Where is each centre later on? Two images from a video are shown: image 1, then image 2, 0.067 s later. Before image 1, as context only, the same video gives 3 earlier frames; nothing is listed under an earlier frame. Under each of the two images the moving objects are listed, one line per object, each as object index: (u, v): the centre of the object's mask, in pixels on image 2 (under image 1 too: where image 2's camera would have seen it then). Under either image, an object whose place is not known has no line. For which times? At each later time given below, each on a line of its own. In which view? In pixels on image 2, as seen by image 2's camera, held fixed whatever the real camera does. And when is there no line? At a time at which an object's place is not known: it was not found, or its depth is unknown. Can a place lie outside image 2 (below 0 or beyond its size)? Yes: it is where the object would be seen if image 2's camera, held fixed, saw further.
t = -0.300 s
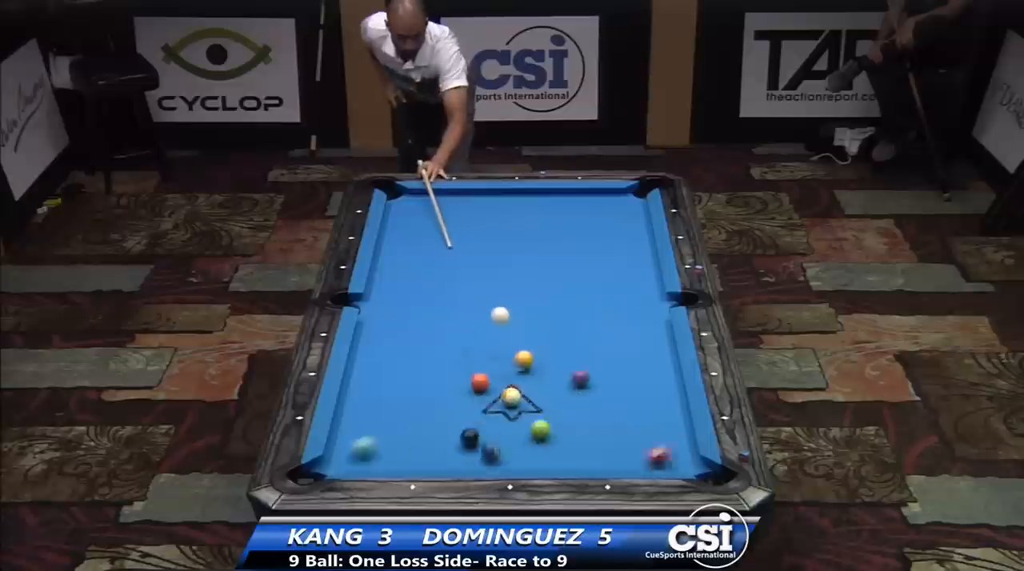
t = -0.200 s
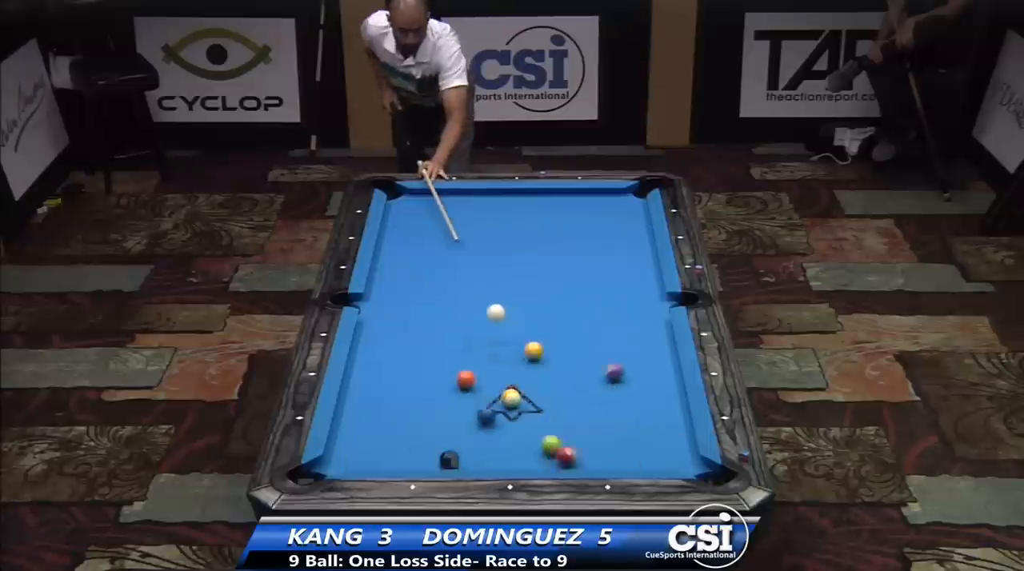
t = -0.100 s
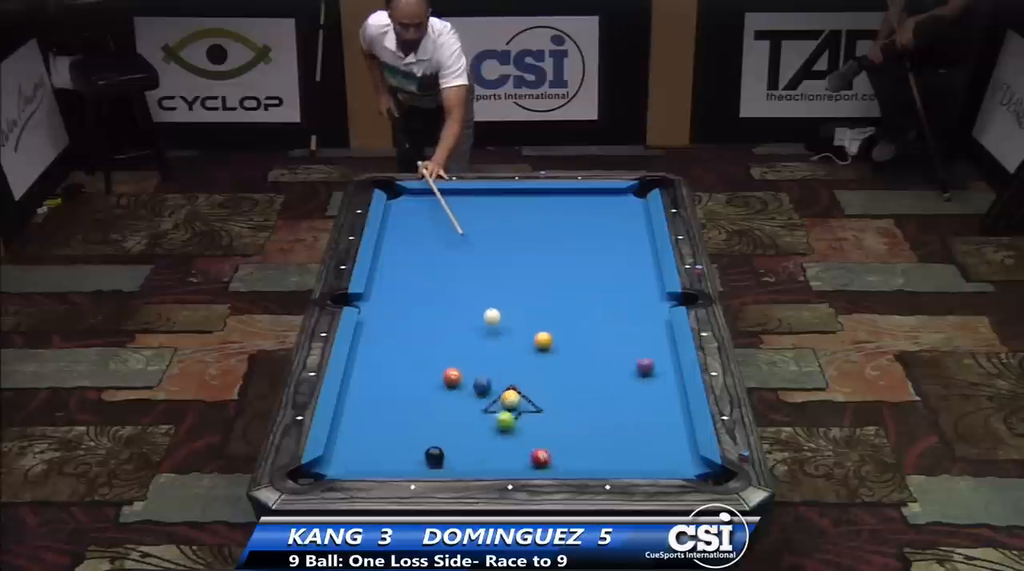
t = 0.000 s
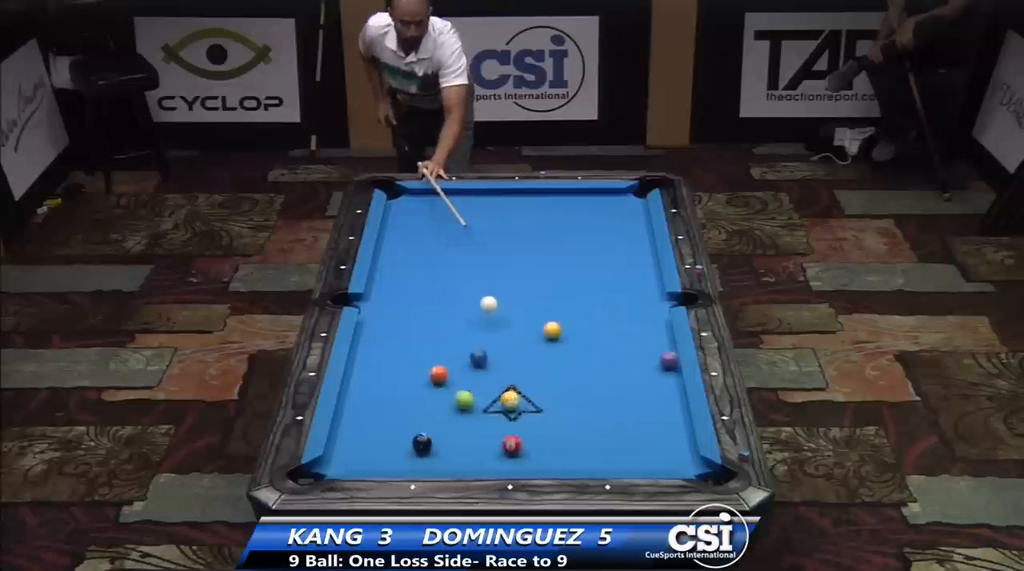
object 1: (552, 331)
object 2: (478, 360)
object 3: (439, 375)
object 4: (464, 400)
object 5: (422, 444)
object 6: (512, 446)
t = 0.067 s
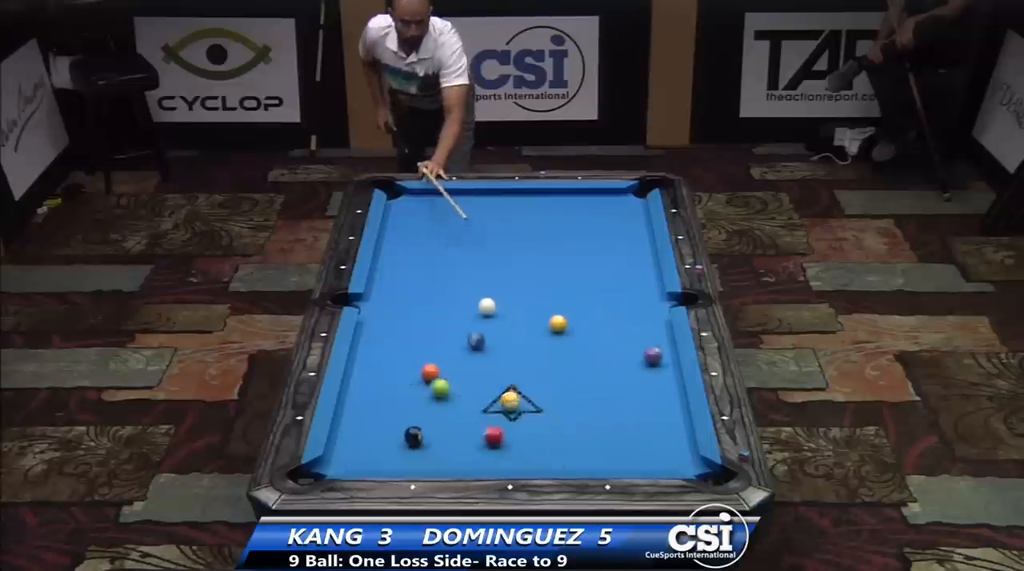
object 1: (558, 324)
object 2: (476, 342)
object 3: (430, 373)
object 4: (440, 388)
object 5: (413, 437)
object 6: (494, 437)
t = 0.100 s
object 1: (560, 321)
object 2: (475, 333)
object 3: (425, 369)
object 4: (429, 383)
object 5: (410, 434)
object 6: (485, 433)
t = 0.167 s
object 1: (566, 315)
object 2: (472, 318)
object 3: (417, 364)
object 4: (410, 380)
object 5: (402, 426)
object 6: (467, 425)
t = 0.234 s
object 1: (571, 308)
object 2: (468, 303)
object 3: (408, 358)
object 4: (391, 378)
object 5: (395, 419)
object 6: (451, 417)
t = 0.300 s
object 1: (577, 302)
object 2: (457, 292)
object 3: (400, 351)
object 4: (372, 376)
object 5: (387, 412)
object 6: (434, 410)
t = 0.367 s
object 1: (582, 296)
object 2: (448, 283)
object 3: (392, 345)
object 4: (354, 374)
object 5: (380, 406)
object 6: (418, 402)
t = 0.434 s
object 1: (587, 290)
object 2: (439, 272)
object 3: (384, 339)
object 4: (363, 375)
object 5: (373, 399)
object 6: (402, 395)
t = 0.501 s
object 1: (592, 285)
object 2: (431, 263)
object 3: (376, 333)
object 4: (374, 374)
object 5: (367, 393)
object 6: (386, 387)
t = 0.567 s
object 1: (597, 279)
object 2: (422, 253)
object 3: (369, 327)
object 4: (381, 368)
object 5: (356, 387)
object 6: (377, 385)
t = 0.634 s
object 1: (602, 274)
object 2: (414, 244)
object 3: (368, 321)
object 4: (386, 361)
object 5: (351, 384)
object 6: (371, 386)
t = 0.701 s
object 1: (607, 269)
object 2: (405, 235)
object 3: (374, 317)
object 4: (391, 354)
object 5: (351, 378)
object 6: (374, 387)
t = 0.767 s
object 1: (611, 263)
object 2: (399, 227)
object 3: (379, 313)
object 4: (396, 348)
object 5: (353, 374)
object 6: (375, 387)
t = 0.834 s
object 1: (616, 258)
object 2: (390, 218)
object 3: (384, 309)
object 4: (401, 342)
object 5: (355, 369)
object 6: (376, 387)
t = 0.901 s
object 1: (620, 253)
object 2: (395, 212)
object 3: (389, 305)
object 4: (406, 336)
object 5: (357, 365)
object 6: (376, 388)
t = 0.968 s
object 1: (625, 249)
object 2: (402, 204)
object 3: (394, 301)
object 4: (411, 330)
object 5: (358, 360)
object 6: (377, 388)
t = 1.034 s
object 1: (629, 244)
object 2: (407, 199)
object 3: (399, 297)
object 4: (416, 324)
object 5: (361, 356)
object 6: (377, 388)
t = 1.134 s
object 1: (635, 237)
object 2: (414, 197)
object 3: (406, 292)
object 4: (423, 316)
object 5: (364, 350)
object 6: (377, 389)
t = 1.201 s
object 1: (639, 233)
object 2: (418, 201)
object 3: (411, 288)
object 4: (427, 310)
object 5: (365, 347)
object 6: (378, 389)
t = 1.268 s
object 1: (643, 228)
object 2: (421, 204)
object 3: (415, 284)
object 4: (432, 305)
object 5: (367, 343)
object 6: (378, 389)
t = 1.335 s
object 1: (643, 224)
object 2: (427, 209)
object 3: (419, 281)
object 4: (436, 300)
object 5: (369, 339)
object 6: (378, 389)
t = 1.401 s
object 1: (640, 221)
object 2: (430, 212)
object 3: (423, 277)
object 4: (440, 295)
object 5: (370, 335)
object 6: (378, 390)
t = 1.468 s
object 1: (638, 217)
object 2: (435, 215)
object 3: (427, 274)
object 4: (443, 292)
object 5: (372, 332)
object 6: (378, 390)
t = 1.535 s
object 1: (635, 214)
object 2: (439, 219)
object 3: (432, 269)
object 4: (445, 290)
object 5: (373, 328)
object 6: (378, 390)
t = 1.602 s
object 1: (632, 211)
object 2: (444, 223)
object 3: (436, 266)
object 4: (448, 287)
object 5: (375, 325)
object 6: (378, 390)
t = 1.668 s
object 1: (629, 207)
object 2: (448, 226)
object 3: (439, 262)
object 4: (450, 285)
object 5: (377, 321)
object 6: (378, 390)
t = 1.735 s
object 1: (627, 204)
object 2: (452, 230)
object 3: (443, 258)
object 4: (452, 282)
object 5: (378, 319)
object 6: (378, 390)
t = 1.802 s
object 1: (624, 201)
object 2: (456, 233)
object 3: (447, 255)
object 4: (454, 280)
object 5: (379, 315)
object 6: (378, 390)
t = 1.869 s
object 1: (621, 198)
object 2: (461, 237)
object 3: (450, 251)
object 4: (456, 277)
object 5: (381, 312)
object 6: (378, 390)
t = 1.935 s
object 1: (619, 195)
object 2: (465, 240)
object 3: (453, 247)
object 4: (458, 275)
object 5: (382, 309)
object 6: (378, 390)
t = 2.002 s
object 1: (616, 192)
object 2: (473, 243)
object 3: (453, 245)
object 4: (461, 273)
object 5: (383, 306)
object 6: (378, 390)
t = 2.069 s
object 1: (615, 194)
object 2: (483, 244)
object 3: (450, 244)
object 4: (463, 271)
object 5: (385, 304)
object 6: (378, 390)
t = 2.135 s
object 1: (613, 196)
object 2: (492, 245)
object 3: (448, 243)
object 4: (465, 268)
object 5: (386, 301)
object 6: (378, 390)
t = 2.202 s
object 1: (612, 197)
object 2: (501, 247)
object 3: (446, 242)
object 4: (467, 266)
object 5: (388, 298)
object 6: (378, 390)
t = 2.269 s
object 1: (611, 198)
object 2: (511, 248)
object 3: (443, 240)
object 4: (468, 264)
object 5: (389, 295)
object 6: (378, 390)
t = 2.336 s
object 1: (607, 200)
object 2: (520, 250)
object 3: (441, 239)
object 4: (470, 262)
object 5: (390, 293)
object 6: (378, 390)
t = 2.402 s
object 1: (603, 200)
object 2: (530, 251)
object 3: (440, 238)
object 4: (472, 260)
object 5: (391, 290)
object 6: (378, 390)
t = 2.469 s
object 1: (599, 201)
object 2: (539, 253)
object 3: (438, 237)
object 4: (474, 259)
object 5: (393, 288)
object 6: (378, 390)
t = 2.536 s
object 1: (594, 202)
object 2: (548, 254)
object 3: (436, 236)
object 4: (476, 257)
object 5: (394, 285)
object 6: (378, 390)
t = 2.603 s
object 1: (590, 202)
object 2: (557, 255)
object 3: (434, 235)
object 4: (478, 255)
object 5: (395, 283)
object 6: (378, 390)
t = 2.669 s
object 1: (586, 203)
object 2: (566, 256)
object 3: (432, 234)
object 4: (479, 253)
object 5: (396, 281)
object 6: (378, 390)
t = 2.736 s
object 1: (582, 204)
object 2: (575, 257)
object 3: (431, 233)
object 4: (481, 251)
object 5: (397, 278)
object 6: (378, 390)
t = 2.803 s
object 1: (577, 205)
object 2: (584, 258)
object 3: (431, 232)
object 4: (483, 250)
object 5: (398, 276)
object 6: (378, 390)
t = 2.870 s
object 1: (573, 206)
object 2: (593, 260)
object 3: (432, 231)
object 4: (484, 248)
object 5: (399, 274)
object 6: (378, 390)
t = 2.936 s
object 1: (570, 206)
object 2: (602, 261)
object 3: (434, 230)
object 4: (486, 247)
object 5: (400, 272)
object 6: (378, 390)
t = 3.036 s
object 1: (564, 207)
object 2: (616, 263)
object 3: (435, 229)
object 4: (488, 244)
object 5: (402, 269)
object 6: (378, 390)
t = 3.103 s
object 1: (560, 208)
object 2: (624, 264)
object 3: (436, 228)
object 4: (489, 243)
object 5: (402, 267)
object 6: (378, 390)
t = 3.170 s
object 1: (556, 208)
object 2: (633, 265)
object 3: (438, 227)
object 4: (491, 241)
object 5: (403, 265)
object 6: (378, 390)
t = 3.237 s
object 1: (553, 209)
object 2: (641, 267)
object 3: (439, 226)
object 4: (492, 240)
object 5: (404, 263)
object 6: (378, 390)
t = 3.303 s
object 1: (549, 210)
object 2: (650, 268)
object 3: (440, 226)
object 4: (493, 239)
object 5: (405, 262)
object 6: (378, 390)
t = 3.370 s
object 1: (546, 210)
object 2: (648, 269)
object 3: (441, 225)
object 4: (495, 237)
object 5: (406, 260)
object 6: (378, 390)
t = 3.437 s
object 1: (543, 211)
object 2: (643, 269)
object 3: (442, 224)
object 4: (496, 236)
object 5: (407, 258)
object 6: (378, 390)
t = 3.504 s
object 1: (539, 211)
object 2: (639, 270)
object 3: (443, 223)
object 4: (497, 235)
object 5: (408, 257)
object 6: (378, 390)
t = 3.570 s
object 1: (536, 212)
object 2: (634, 271)
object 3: (443, 223)
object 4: (498, 234)
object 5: (408, 255)
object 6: (378, 390)
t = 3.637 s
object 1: (532, 212)
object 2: (630, 271)
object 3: (444, 222)
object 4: (499, 232)
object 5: (409, 253)
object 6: (378, 390)
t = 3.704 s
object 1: (529, 213)
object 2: (626, 272)
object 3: (445, 222)
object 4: (500, 231)
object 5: (410, 252)
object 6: (378, 390)
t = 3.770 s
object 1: (526, 213)
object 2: (622, 273)
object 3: (446, 221)
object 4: (501, 230)
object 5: (411, 250)
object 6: (378, 390)
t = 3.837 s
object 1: (523, 214)
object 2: (617, 273)
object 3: (447, 220)
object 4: (502, 229)
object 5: (412, 249)
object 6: (378, 390)
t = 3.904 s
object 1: (520, 214)
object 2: (613, 274)
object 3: (447, 220)
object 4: (503, 228)
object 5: (413, 248)
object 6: (378, 389)
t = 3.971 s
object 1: (518, 214)
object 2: (609, 275)
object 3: (448, 219)
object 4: (504, 227)
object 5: (414, 246)
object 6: (378, 390)
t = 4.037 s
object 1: (515, 215)
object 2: (605, 276)
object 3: (449, 219)
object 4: (505, 226)
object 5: (415, 245)
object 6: (378, 389)
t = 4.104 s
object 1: (513, 214)
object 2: (601, 276)
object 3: (449, 218)
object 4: (506, 225)
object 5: (415, 243)
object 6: (378, 390)
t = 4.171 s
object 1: (510, 214)
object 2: (597, 277)
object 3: (450, 218)
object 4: (507, 224)
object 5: (416, 242)
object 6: (378, 390)
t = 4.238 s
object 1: (507, 213)
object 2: (593, 278)
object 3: (451, 218)
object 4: (508, 224)
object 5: (417, 241)
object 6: (378, 390)
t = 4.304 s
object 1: (503, 214)
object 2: (590, 278)
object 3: (451, 217)
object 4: (508, 223)
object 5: (417, 240)
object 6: (378, 390)
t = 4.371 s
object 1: (500, 216)
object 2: (586, 279)
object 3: (452, 217)
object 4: (510, 222)
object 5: (418, 239)
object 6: (378, 390)
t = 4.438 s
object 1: (498, 216)
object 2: (583, 279)
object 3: (452, 217)
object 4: (511, 221)
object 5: (418, 238)
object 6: (378, 390)
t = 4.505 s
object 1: (496, 217)
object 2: (579, 280)
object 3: (452, 216)
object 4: (512, 221)
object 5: (419, 237)
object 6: (378, 390)
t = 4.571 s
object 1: (494, 217)
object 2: (576, 280)
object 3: (453, 216)
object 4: (512, 220)
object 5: (419, 236)
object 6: (378, 390)
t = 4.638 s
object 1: (492, 217)
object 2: (573, 281)
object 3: (453, 216)
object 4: (513, 220)
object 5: (419, 235)
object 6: (378, 390)
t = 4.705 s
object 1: (490, 217)
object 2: (570, 281)
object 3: (454, 216)
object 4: (514, 219)
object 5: (420, 234)
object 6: (378, 390)
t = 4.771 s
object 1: (488, 217)
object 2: (567, 282)
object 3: (454, 216)
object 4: (515, 219)
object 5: (420, 233)
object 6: (378, 390)
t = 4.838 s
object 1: (486, 218)
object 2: (564, 282)
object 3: (454, 215)
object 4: (515, 219)
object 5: (421, 232)
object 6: (378, 390)
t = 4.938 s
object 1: (483, 218)
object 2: (559, 283)
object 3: (455, 215)
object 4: (516, 218)
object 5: (421, 231)
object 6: (378, 390)
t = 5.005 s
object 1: (481, 218)
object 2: (556, 284)
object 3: (455, 215)
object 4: (517, 218)
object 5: (422, 230)
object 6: (378, 390)
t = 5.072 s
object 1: (479, 218)
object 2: (554, 284)
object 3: (455, 215)
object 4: (518, 218)
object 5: (422, 229)
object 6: (378, 390)
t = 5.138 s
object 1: (477, 218)
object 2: (551, 284)
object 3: (455, 215)
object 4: (518, 217)
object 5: (422, 229)
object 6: (378, 390)
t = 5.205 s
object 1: (476, 218)
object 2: (549, 285)
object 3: (455, 215)
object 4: (519, 217)
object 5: (423, 228)
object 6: (378, 390)
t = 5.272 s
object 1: (474, 218)
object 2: (547, 286)
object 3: (455, 215)
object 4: (519, 217)
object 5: (423, 227)
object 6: (378, 390)
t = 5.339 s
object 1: (473, 218)
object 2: (544, 286)
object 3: (454, 215)
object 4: (519, 217)
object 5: (423, 227)
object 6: (378, 390)
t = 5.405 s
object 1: (472, 218)
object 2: (542, 286)
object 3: (454, 215)
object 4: (519, 216)
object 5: (423, 226)
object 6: (378, 390)
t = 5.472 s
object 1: (470, 218)
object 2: (540, 286)
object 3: (454, 215)
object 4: (520, 216)
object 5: (423, 225)
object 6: (378, 390)
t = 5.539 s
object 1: (469, 218)
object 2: (538, 287)
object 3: (454, 215)
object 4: (520, 216)
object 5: (424, 225)
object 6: (378, 390)
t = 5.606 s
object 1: (468, 218)
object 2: (536, 287)
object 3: (454, 215)
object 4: (520, 216)
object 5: (424, 225)
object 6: (378, 390)
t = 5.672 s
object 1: (468, 218)
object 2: (534, 287)
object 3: (454, 215)
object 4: (520, 216)
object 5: (424, 224)
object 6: (378, 390)
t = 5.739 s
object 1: (467, 218)
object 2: (532, 288)
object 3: (453, 215)
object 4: (520, 216)
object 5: (424, 224)
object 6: (378, 390)
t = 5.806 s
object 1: (467, 218)
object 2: (531, 288)
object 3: (453, 215)
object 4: (520, 216)
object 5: (424, 223)
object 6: (378, 390)
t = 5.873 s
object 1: (467, 218)
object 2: (529, 288)
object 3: (453, 215)
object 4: (520, 216)
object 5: (424, 223)
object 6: (378, 390)
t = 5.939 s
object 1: (467, 218)
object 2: (527, 288)
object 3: (453, 215)
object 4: (520, 216)
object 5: (424, 222)
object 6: (378, 390)
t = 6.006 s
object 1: (467, 218)
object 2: (526, 289)
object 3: (453, 215)
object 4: (520, 216)
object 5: (424, 222)
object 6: (378, 390)
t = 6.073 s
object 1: (467, 218)
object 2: (524, 289)
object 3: (453, 215)
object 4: (520, 215)
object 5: (424, 222)
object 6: (378, 390)
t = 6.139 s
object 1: (467, 218)
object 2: (523, 289)
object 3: (453, 215)
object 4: (520, 216)
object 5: (424, 221)
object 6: (378, 390)
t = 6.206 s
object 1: (467, 218)
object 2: (522, 289)
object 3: (453, 215)
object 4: (520, 216)
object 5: (424, 221)
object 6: (378, 390)
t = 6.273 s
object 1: (467, 218)
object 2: (521, 289)
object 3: (453, 215)
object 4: (520, 216)
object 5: (424, 221)
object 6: (378, 390)
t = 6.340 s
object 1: (467, 218)
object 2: (520, 289)
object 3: (453, 215)
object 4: (520, 216)
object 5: (424, 221)
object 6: (378, 390)
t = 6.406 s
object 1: (467, 218)
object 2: (518, 289)
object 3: (453, 215)
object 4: (520, 216)
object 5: (424, 221)
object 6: (378, 390)
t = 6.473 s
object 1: (467, 218)
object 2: (518, 289)
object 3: (453, 215)
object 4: (520, 216)
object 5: (424, 221)
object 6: (378, 390)
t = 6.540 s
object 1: (467, 218)
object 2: (517, 289)
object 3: (453, 215)
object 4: (520, 215)
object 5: (424, 221)
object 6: (378, 390)
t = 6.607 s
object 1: (467, 218)
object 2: (516, 290)
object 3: (453, 215)
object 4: (520, 215)
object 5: (424, 221)
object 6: (378, 390)
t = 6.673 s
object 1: (467, 218)
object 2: (516, 290)
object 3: (453, 215)
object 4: (520, 215)
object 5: (424, 221)
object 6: (378, 390)
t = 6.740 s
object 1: (467, 218)
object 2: (515, 290)
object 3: (453, 215)
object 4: (520, 215)
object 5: (424, 221)
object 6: (378, 390)
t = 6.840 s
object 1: (467, 218)
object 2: (515, 290)
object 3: (453, 215)
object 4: (520, 216)
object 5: (423, 221)
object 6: (378, 390)
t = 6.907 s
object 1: (467, 218)
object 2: (515, 290)
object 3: (453, 215)
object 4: (520, 215)
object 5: (424, 221)
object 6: (378, 390)
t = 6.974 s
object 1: (467, 218)
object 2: (515, 290)
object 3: (453, 215)
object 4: (520, 215)
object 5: (423, 221)
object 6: (378, 390)
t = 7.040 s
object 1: (467, 218)
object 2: (515, 290)
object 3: (453, 215)
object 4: (520, 215)
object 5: (423, 221)
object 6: (378, 390)
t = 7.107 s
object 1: (467, 218)
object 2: (515, 290)
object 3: (453, 215)
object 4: (520, 215)
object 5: (423, 221)
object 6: (378, 390)
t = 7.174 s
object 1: (467, 218)
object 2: (515, 290)
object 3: (453, 215)
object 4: (520, 215)
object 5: (423, 221)
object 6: (378, 390)
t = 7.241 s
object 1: (467, 218)
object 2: (515, 290)
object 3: (453, 215)
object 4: (520, 215)
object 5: (423, 221)
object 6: (378, 390)
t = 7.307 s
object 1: (467, 218)
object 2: (515, 290)
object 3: (453, 215)
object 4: (520, 215)
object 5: (423, 221)
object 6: (378, 390)
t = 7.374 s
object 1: (467, 218)
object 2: (515, 290)
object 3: (453, 215)
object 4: (520, 215)
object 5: (423, 221)
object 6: (378, 390)
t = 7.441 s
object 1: (467, 218)
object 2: (515, 290)
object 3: (453, 215)
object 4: (520, 215)
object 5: (423, 221)
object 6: (378, 390)
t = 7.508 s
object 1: (467, 218)
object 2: (515, 290)
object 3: (453, 215)
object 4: (520, 215)
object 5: (423, 221)
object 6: (378, 390)
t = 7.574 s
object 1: (467, 218)
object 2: (515, 290)
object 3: (453, 215)
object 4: (520, 215)
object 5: (423, 221)
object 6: (378, 390)
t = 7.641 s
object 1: (467, 218)
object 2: (515, 290)
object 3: (453, 215)
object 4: (520, 215)
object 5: (423, 221)
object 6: (378, 390)
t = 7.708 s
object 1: (467, 218)
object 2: (515, 290)
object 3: (453, 215)
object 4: (520, 215)
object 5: (423, 221)
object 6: (378, 390)
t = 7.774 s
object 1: (467, 218)
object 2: (515, 290)
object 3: (453, 215)
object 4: (520, 215)
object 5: (423, 221)
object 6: (378, 390)
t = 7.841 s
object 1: (467, 218)
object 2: (515, 290)
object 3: (453, 215)
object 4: (520, 215)
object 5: (423, 221)
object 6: (378, 390)
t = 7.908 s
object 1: (467, 218)
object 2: (515, 290)
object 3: (453, 215)
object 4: (520, 215)
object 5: (423, 221)
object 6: (378, 390)
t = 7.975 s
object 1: (467, 218)
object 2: (515, 290)
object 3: (453, 215)
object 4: (520, 215)
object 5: (423, 221)
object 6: (378, 390)
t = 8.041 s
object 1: (467, 218)
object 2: (515, 290)
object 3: (453, 215)
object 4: (520, 215)
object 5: (423, 221)
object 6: (378, 390)
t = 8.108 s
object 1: (467, 218)
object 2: (515, 290)
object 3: (453, 215)
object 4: (520, 215)
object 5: (423, 221)
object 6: (378, 390)
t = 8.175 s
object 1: (467, 218)
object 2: (515, 290)
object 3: (453, 215)
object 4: (520, 215)
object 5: (423, 221)
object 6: (378, 390)
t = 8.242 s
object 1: (467, 218)
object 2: (515, 290)
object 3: (453, 215)
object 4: (520, 215)
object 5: (423, 221)
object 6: (378, 390)
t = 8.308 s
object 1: (467, 218)
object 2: (515, 290)
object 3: (453, 215)
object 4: (520, 215)
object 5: (423, 221)
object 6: (378, 390)
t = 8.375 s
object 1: (467, 218)
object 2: (515, 290)
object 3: (453, 215)
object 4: (520, 215)
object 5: (423, 221)
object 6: (378, 390)
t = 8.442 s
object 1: (467, 218)
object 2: (515, 290)
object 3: (453, 215)
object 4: (520, 215)
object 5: (423, 221)
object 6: (378, 390)
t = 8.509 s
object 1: (467, 218)
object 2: (515, 290)
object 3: (453, 215)
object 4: (520, 215)
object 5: (423, 221)
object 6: (378, 390)
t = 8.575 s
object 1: (467, 218)
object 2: (515, 290)
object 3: (453, 215)
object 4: (520, 215)
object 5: (423, 221)
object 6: (378, 390)
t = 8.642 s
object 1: (467, 218)
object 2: (515, 290)
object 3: (453, 215)
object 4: (520, 215)
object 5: (423, 221)
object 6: (378, 390)
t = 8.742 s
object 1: (467, 218)
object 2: (515, 290)
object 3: (453, 215)
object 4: (520, 215)
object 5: (423, 221)
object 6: (378, 390)
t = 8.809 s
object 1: (467, 218)
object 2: (515, 290)
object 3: (453, 215)
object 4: (520, 215)
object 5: (423, 221)
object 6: (378, 390)
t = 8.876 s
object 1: (467, 218)
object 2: (515, 290)
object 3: (453, 215)
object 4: (520, 215)
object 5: (423, 221)
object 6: (378, 390)
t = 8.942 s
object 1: (467, 218)
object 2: (515, 290)
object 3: (453, 215)
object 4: (520, 215)
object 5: (423, 221)
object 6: (378, 390)
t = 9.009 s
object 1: (467, 218)
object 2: (515, 290)
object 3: (453, 215)
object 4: (520, 215)
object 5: (423, 221)
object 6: (378, 390)
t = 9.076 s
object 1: (467, 218)
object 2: (515, 290)
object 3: (453, 215)
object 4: (520, 215)
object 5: (423, 221)
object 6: (378, 390)
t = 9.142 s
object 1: (467, 218)
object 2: (515, 290)
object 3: (453, 215)
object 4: (520, 215)
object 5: (423, 221)
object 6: (378, 390)
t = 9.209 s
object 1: (467, 218)
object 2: (515, 290)
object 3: (453, 215)
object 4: (520, 215)
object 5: (423, 221)
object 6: (378, 390)
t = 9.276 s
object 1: (467, 218)
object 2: (515, 290)
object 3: (453, 215)
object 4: (520, 215)
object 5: (423, 221)
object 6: (378, 390)
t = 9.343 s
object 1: (467, 218)
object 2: (515, 290)
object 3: (453, 215)
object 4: (520, 215)
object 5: (423, 221)
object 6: (378, 390)
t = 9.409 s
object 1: (467, 218)
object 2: (515, 290)
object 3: (453, 215)
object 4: (520, 215)
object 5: (423, 221)
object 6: (378, 390)
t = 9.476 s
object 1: (467, 218)
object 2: (515, 290)
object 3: (453, 215)
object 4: (520, 215)
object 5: (423, 221)
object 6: (378, 390)
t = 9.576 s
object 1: (467, 218)
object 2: (515, 290)
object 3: (453, 215)
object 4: (520, 216)
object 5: (423, 221)
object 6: (378, 390)
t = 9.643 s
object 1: (467, 218)
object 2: (515, 290)
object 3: (453, 215)
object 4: (520, 215)
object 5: (423, 221)
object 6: (378, 390)
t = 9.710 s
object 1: (467, 218)
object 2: (515, 290)
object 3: (453, 215)
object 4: (520, 215)
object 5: (423, 221)
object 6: (378, 390)
